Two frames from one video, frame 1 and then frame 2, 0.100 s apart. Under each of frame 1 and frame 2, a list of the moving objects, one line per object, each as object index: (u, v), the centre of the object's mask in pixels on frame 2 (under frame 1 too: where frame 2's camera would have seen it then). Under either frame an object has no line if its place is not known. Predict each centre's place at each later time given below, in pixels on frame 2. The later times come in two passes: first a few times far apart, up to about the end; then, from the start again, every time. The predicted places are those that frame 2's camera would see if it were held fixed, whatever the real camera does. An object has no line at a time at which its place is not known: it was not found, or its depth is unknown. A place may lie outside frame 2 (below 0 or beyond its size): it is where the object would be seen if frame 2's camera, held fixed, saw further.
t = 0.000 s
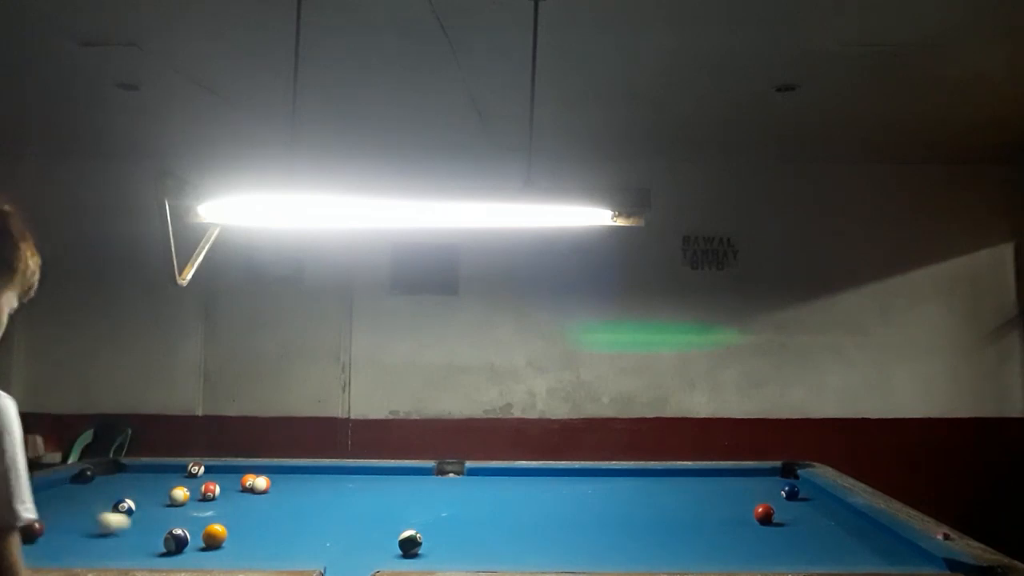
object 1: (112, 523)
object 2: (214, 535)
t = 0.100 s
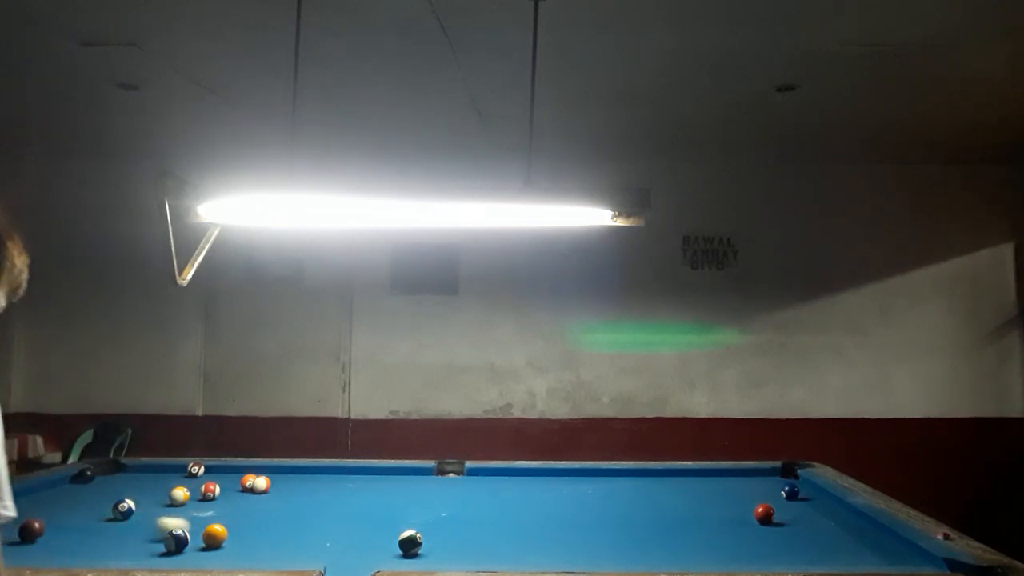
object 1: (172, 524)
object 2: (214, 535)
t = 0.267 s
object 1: (245, 525)
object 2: (243, 546)
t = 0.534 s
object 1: (341, 521)
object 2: (310, 557)
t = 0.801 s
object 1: (428, 515)
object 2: (378, 554)
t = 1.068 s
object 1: (506, 510)
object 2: (438, 547)
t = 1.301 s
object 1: (568, 506)
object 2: (483, 541)
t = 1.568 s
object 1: (632, 502)
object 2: (529, 535)
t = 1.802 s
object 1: (682, 498)
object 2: (564, 531)
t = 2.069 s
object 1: (734, 494)
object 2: (598, 526)
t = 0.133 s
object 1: (192, 527)
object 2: (215, 535)
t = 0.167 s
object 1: (206, 526)
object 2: (217, 536)
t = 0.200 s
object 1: (220, 526)
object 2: (226, 540)
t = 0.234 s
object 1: (233, 525)
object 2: (235, 543)
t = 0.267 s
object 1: (245, 525)
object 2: (243, 546)
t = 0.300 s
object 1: (257, 525)
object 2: (252, 549)
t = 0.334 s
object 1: (269, 525)
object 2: (259, 551)
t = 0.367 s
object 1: (282, 524)
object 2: (267, 552)
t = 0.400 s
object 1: (294, 524)
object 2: (274, 554)
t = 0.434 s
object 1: (306, 523)
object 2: (282, 555)
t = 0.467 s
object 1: (317, 522)
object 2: (290, 557)
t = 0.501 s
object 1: (329, 521)
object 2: (301, 557)
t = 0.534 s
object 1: (341, 521)
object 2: (310, 557)
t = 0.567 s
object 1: (352, 520)
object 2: (320, 557)
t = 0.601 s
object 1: (364, 519)
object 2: (329, 559)
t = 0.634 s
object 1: (375, 519)
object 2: (336, 559)
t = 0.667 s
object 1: (386, 518)
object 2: (345, 559)
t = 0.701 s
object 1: (397, 517)
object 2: (353, 558)
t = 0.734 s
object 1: (407, 516)
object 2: (362, 557)
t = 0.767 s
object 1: (418, 516)
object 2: (370, 555)
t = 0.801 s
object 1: (428, 515)
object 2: (378, 554)
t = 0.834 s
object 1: (438, 514)
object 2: (386, 552)
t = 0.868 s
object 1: (448, 514)
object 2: (394, 551)
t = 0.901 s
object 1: (458, 513)
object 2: (402, 551)
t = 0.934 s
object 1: (468, 513)
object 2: (409, 550)
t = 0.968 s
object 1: (478, 512)
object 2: (416, 550)
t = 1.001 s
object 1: (487, 512)
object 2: (423, 549)
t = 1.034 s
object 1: (496, 511)
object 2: (431, 548)
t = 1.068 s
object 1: (506, 510)
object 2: (438, 547)
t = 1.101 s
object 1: (515, 510)
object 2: (445, 547)
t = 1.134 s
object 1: (524, 509)
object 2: (451, 546)
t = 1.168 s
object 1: (533, 509)
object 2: (458, 545)
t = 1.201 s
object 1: (542, 508)
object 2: (465, 544)
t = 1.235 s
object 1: (551, 507)
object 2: (471, 543)
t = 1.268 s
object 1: (559, 507)
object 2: (477, 542)
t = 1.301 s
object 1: (568, 506)
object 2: (483, 541)
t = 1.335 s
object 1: (576, 505)
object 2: (490, 541)
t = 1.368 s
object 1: (585, 505)
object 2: (496, 540)
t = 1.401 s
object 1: (593, 504)
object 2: (501, 539)
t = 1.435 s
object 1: (601, 504)
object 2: (507, 539)
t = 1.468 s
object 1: (609, 503)
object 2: (513, 538)
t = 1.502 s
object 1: (616, 503)
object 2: (519, 537)
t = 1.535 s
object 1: (624, 502)
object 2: (524, 536)
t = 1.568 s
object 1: (632, 502)
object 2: (529, 535)
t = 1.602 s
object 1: (640, 501)
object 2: (535, 535)
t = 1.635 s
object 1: (647, 501)
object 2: (540, 534)
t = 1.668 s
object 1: (654, 500)
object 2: (545, 534)
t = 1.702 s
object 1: (661, 499)
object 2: (550, 533)
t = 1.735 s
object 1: (668, 499)
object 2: (555, 532)
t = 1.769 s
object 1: (675, 498)
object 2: (559, 532)
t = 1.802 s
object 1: (682, 498)
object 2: (564, 531)
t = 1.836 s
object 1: (689, 497)
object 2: (568, 530)
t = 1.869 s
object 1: (696, 497)
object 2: (574, 530)
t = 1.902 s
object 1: (703, 496)
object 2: (579, 529)
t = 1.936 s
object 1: (710, 496)
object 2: (583, 528)
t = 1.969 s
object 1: (716, 496)
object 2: (587, 528)
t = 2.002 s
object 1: (722, 495)
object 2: (591, 527)
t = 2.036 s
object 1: (728, 495)
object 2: (595, 526)
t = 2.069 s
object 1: (734, 494)
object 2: (598, 526)
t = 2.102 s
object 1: (740, 493)
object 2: (602, 525)
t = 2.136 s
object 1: (747, 493)
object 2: (606, 524)
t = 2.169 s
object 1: (753, 493)
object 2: (611, 524)
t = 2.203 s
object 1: (759, 492)
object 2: (615, 523)
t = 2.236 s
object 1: (766, 492)
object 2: (620, 523)
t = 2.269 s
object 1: (772, 492)
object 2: (624, 523)
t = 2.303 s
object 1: (774, 492)
